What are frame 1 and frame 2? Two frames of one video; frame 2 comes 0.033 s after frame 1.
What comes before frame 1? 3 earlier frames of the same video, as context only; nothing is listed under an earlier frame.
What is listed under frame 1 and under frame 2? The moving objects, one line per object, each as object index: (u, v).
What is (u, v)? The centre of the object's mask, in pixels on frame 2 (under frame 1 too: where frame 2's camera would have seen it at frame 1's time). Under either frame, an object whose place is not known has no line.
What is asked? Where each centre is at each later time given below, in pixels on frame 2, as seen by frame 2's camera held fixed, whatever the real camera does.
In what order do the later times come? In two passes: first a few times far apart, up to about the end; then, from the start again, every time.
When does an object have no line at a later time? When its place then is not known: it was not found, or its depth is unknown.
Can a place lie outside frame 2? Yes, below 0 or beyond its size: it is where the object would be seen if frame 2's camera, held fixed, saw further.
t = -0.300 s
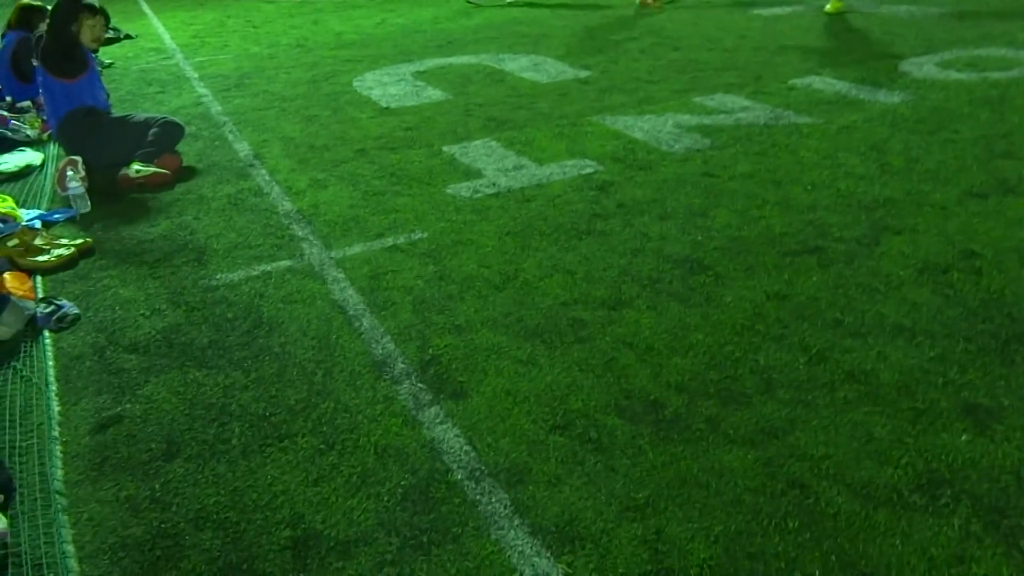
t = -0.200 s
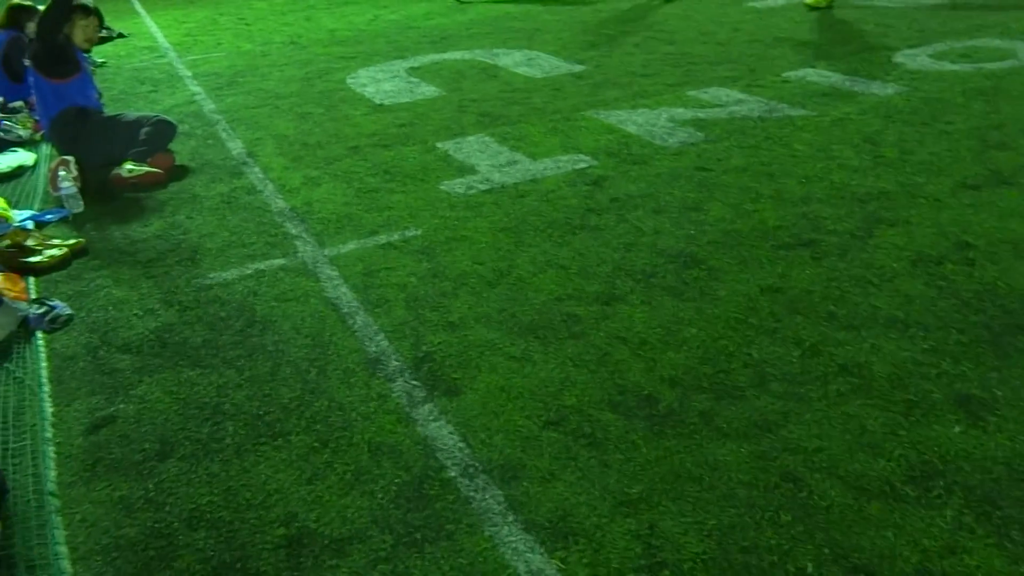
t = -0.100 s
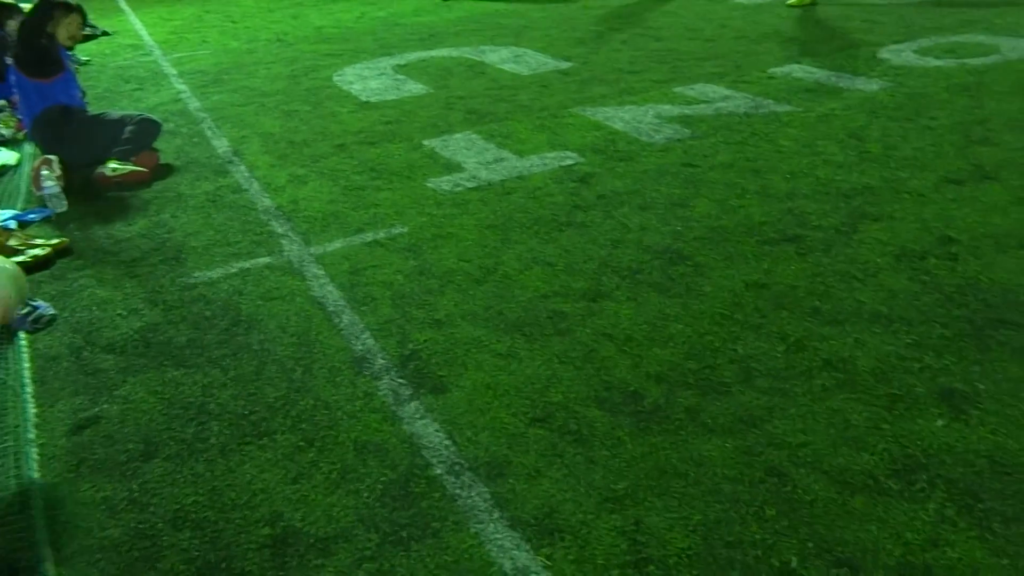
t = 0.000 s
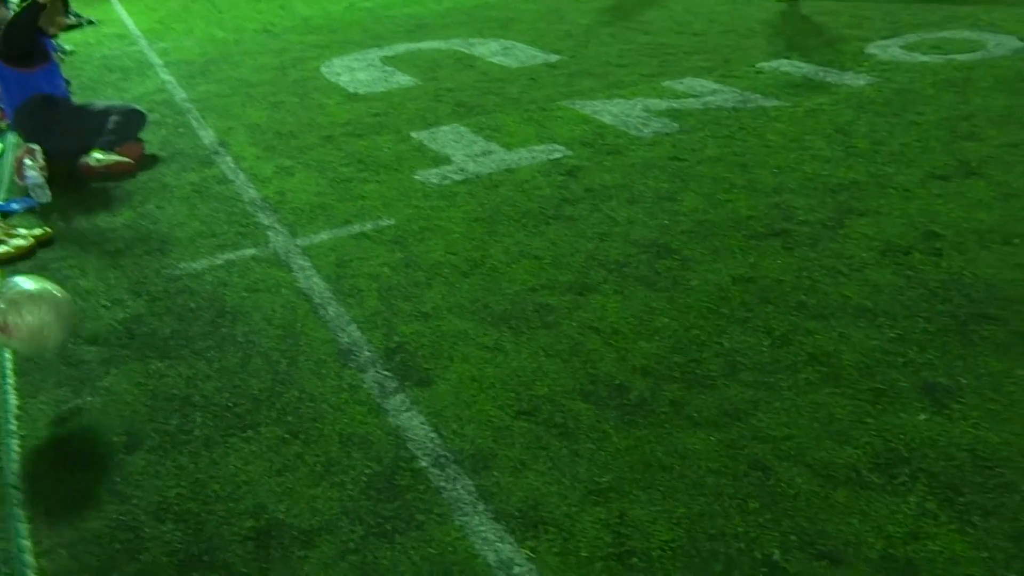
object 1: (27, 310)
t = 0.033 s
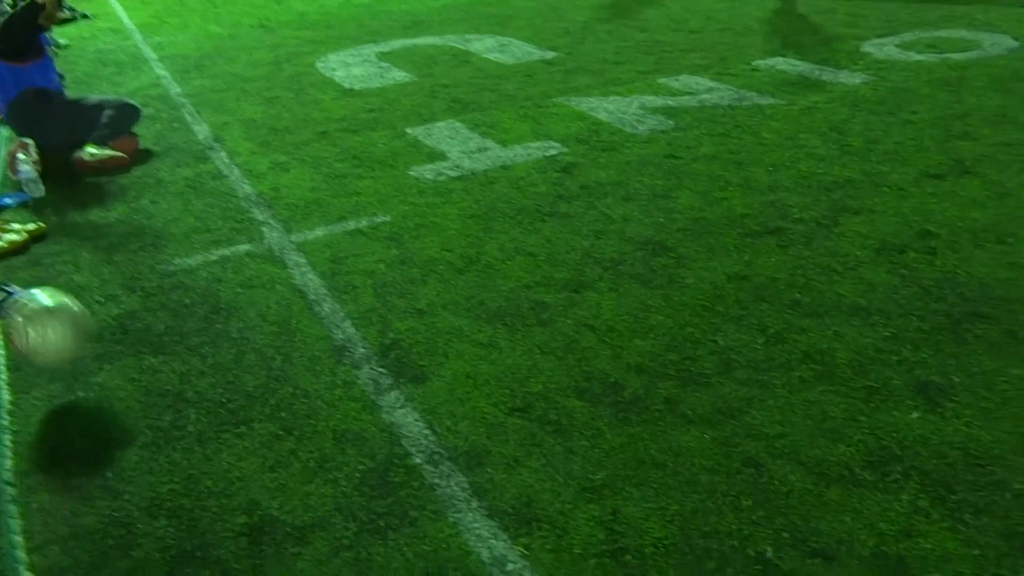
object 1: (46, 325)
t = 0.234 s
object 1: (156, 319)
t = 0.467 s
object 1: (284, 331)
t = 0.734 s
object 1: (415, 325)
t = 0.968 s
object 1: (520, 316)
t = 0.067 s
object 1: (74, 348)
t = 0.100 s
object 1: (91, 345)
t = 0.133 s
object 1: (105, 335)
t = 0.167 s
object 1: (122, 325)
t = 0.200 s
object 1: (139, 321)
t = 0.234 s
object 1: (156, 319)
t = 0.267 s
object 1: (176, 320)
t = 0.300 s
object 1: (196, 325)
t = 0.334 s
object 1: (215, 333)
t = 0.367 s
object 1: (237, 339)
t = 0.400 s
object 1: (252, 334)
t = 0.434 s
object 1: (267, 331)
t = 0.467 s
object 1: (284, 331)
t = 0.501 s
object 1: (301, 333)
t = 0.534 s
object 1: (317, 333)
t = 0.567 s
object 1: (334, 331)
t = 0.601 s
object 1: (351, 331)
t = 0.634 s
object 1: (367, 329)
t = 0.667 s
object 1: (384, 328)
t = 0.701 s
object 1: (399, 326)
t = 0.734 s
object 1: (415, 325)
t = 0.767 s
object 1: (431, 324)
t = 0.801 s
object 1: (446, 323)
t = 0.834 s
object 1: (461, 321)
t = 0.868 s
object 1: (476, 320)
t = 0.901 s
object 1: (490, 319)
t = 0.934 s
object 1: (504, 317)
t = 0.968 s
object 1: (520, 316)
